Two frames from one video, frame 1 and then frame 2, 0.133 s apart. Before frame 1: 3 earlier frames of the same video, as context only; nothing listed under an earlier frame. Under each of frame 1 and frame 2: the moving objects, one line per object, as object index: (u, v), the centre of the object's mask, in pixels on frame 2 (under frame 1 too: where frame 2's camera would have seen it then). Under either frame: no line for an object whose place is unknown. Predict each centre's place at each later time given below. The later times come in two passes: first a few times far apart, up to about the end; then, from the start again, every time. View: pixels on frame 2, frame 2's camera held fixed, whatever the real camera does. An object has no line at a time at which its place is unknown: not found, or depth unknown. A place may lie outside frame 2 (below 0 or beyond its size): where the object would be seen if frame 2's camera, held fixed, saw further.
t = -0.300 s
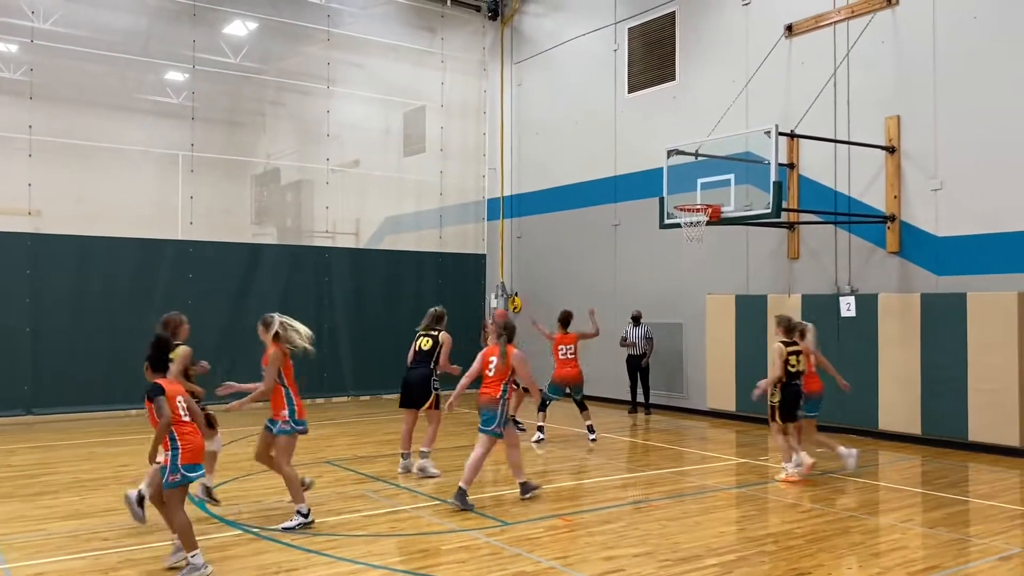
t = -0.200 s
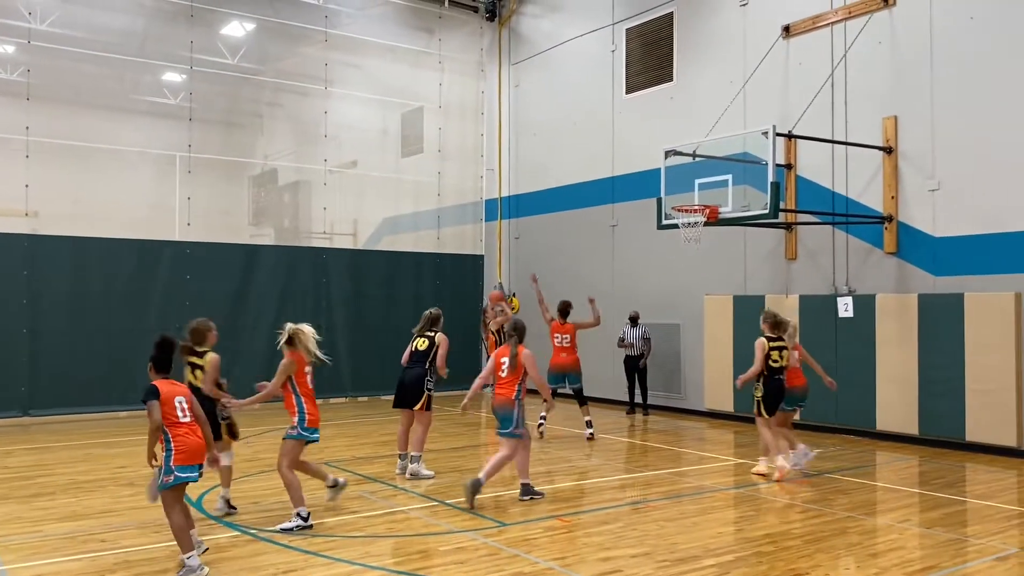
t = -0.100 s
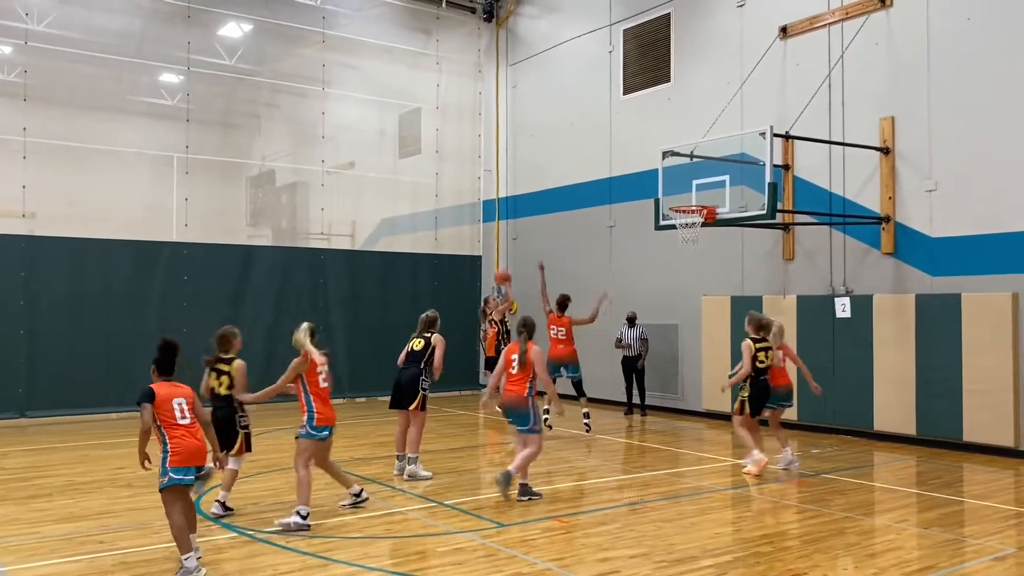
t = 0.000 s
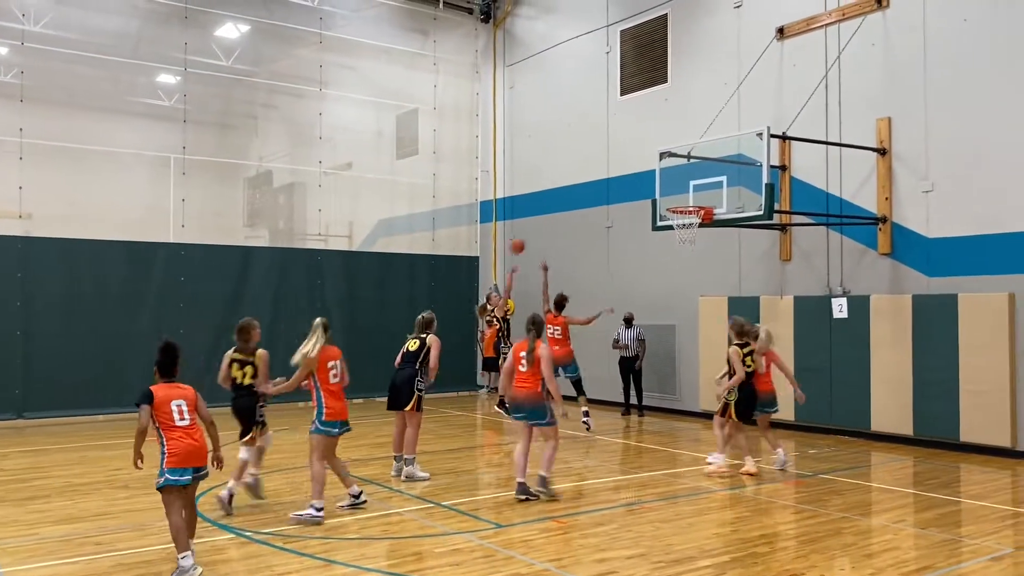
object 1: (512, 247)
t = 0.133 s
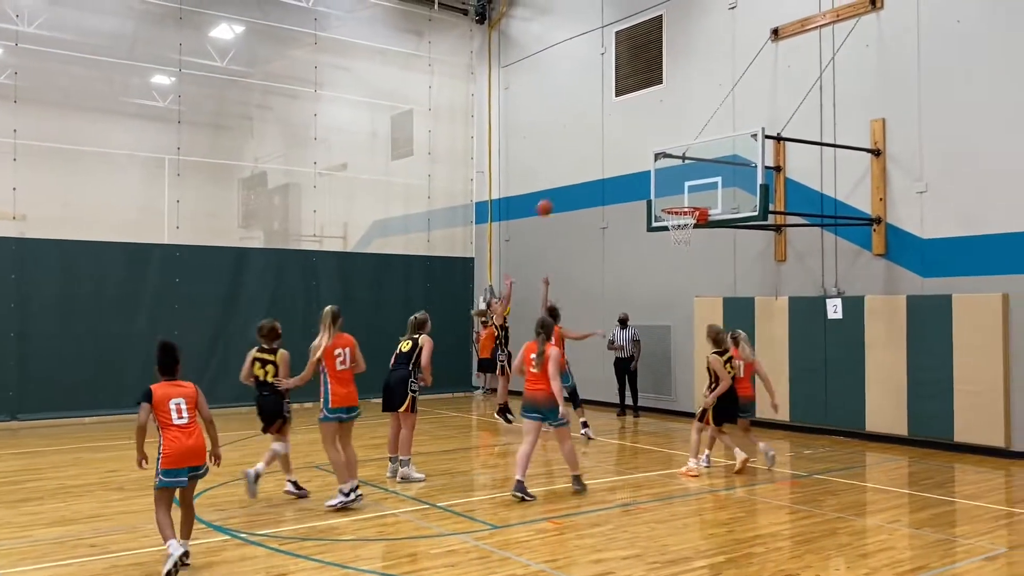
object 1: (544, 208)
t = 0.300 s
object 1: (584, 176)
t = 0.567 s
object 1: (654, 163)
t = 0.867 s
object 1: (679, 202)
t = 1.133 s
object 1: (673, 230)
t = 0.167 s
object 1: (552, 200)
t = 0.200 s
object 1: (560, 193)
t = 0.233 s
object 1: (568, 186)
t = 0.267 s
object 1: (576, 181)
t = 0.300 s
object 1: (584, 176)
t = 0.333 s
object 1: (593, 172)
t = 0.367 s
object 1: (601, 168)
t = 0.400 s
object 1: (610, 165)
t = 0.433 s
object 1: (618, 163)
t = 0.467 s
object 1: (627, 162)
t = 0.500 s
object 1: (636, 162)
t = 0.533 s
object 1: (645, 162)
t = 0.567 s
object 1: (654, 163)
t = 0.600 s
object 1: (662, 165)
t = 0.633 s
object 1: (669, 168)
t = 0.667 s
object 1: (671, 170)
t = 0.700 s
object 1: (672, 174)
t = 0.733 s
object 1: (674, 179)
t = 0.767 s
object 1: (675, 184)
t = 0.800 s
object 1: (676, 190)
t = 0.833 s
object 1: (677, 197)
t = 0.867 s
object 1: (679, 202)
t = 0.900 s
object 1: (680, 215)
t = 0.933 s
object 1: (681, 220)
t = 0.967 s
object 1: (681, 222)
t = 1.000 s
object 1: (679, 225)
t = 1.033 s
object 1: (677, 226)
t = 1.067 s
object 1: (676, 227)
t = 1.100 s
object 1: (675, 229)
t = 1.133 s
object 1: (673, 230)
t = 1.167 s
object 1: (673, 233)
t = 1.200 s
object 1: (673, 235)
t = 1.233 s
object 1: (673, 238)
